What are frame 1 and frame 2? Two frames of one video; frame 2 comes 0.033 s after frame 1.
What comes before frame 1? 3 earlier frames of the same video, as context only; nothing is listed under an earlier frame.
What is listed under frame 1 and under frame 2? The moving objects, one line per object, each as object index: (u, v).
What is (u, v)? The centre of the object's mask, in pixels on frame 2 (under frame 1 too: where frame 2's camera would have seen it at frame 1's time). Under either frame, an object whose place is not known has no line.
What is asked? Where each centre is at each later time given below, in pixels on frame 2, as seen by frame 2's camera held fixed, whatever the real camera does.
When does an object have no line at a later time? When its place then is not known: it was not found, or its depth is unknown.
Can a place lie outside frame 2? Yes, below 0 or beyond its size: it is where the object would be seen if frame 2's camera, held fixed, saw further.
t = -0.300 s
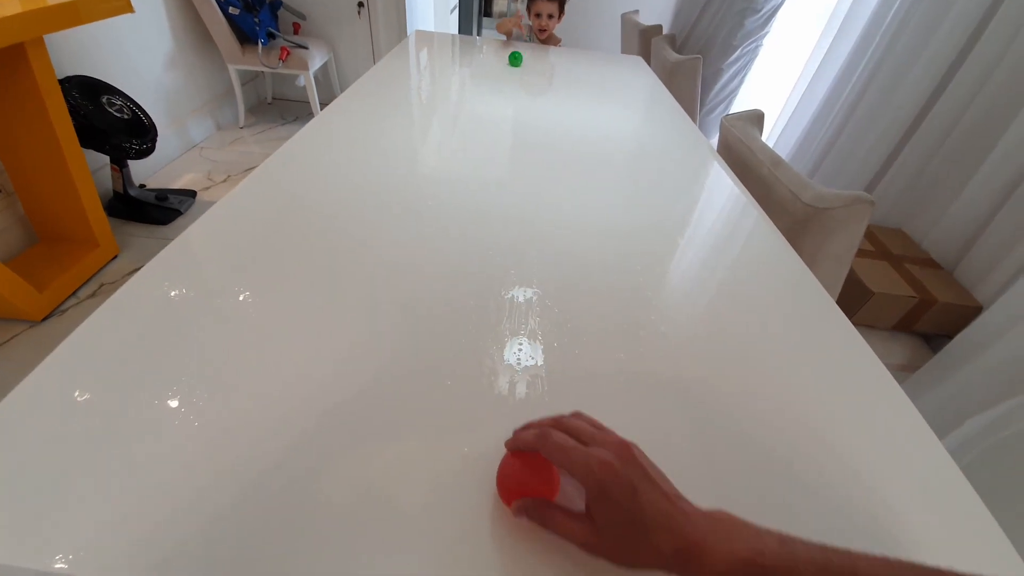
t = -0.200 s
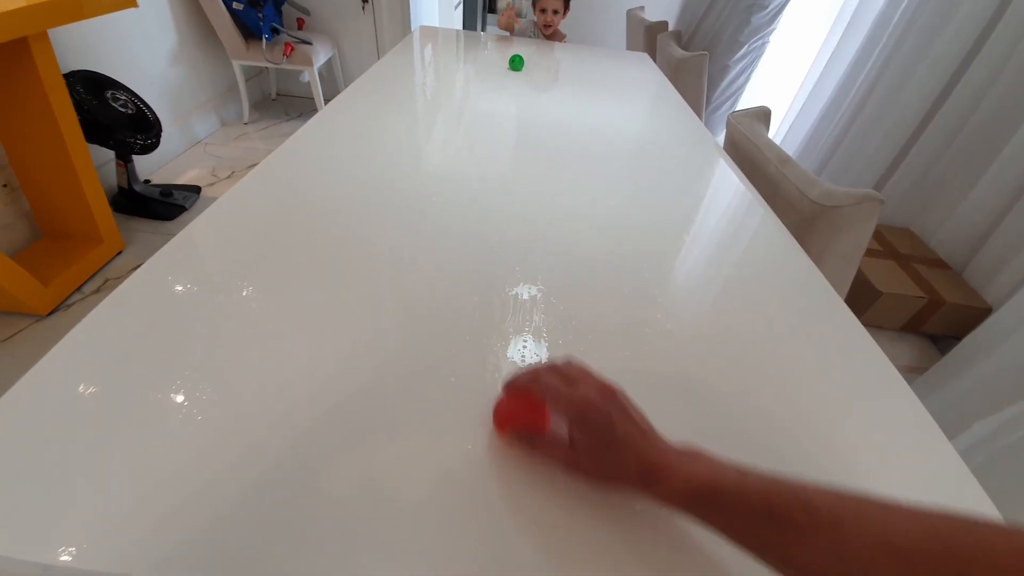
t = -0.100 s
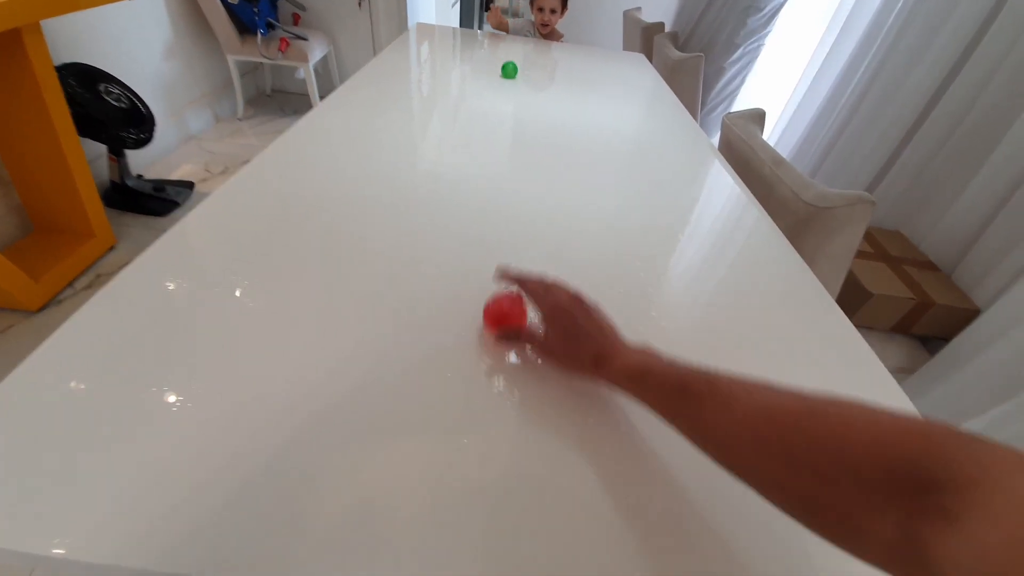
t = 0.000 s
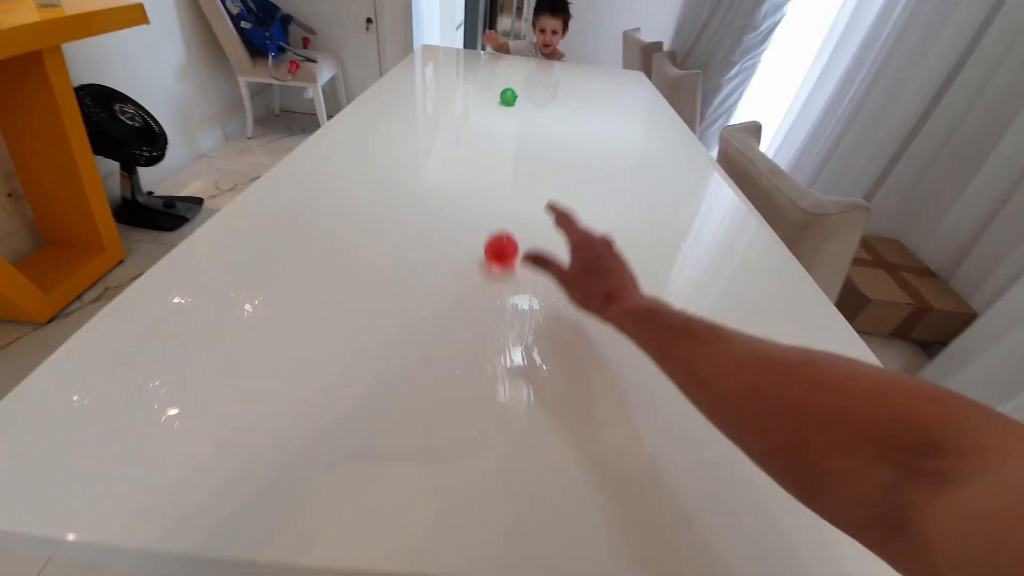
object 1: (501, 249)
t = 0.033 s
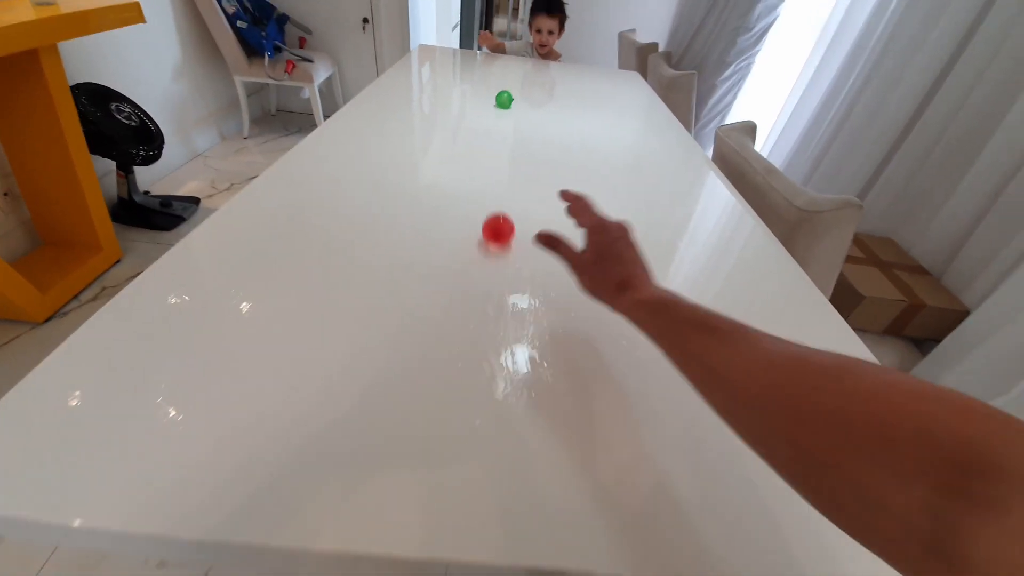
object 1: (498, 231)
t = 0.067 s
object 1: (496, 214)
